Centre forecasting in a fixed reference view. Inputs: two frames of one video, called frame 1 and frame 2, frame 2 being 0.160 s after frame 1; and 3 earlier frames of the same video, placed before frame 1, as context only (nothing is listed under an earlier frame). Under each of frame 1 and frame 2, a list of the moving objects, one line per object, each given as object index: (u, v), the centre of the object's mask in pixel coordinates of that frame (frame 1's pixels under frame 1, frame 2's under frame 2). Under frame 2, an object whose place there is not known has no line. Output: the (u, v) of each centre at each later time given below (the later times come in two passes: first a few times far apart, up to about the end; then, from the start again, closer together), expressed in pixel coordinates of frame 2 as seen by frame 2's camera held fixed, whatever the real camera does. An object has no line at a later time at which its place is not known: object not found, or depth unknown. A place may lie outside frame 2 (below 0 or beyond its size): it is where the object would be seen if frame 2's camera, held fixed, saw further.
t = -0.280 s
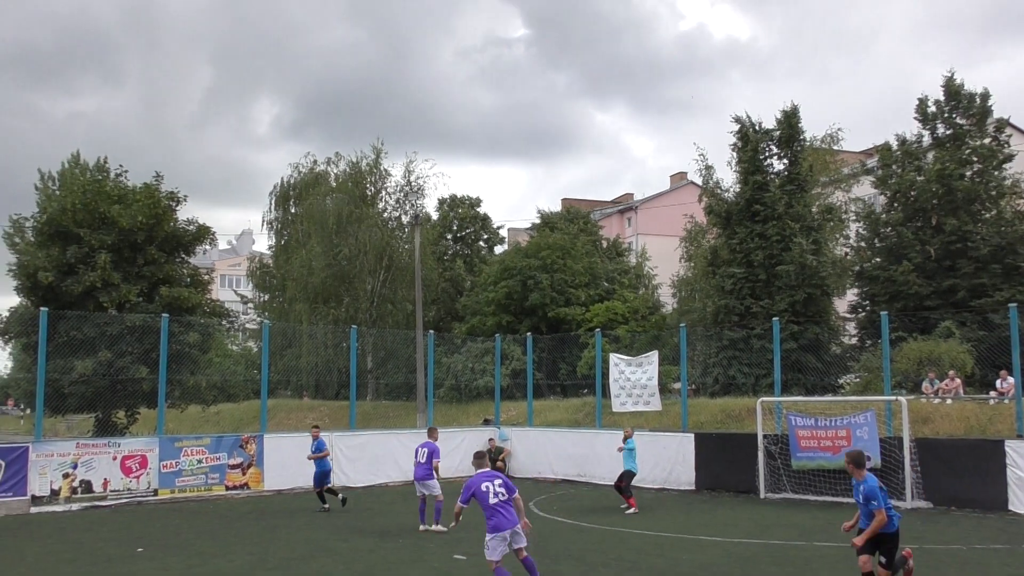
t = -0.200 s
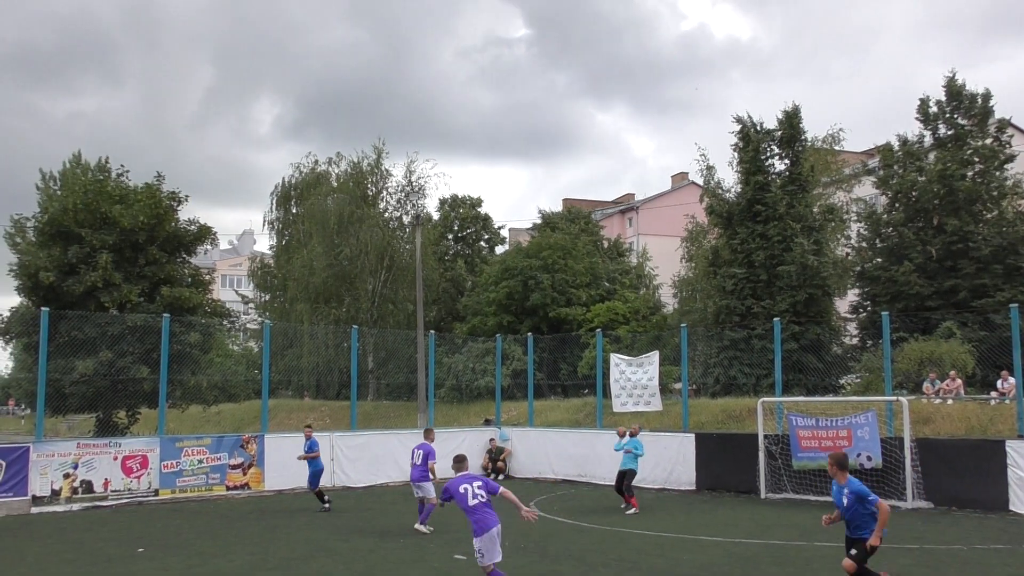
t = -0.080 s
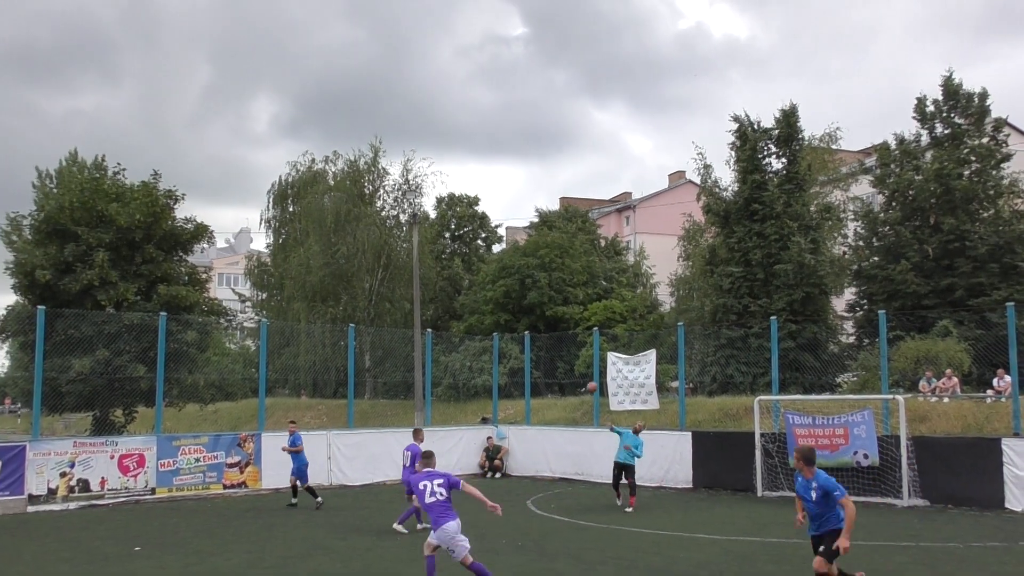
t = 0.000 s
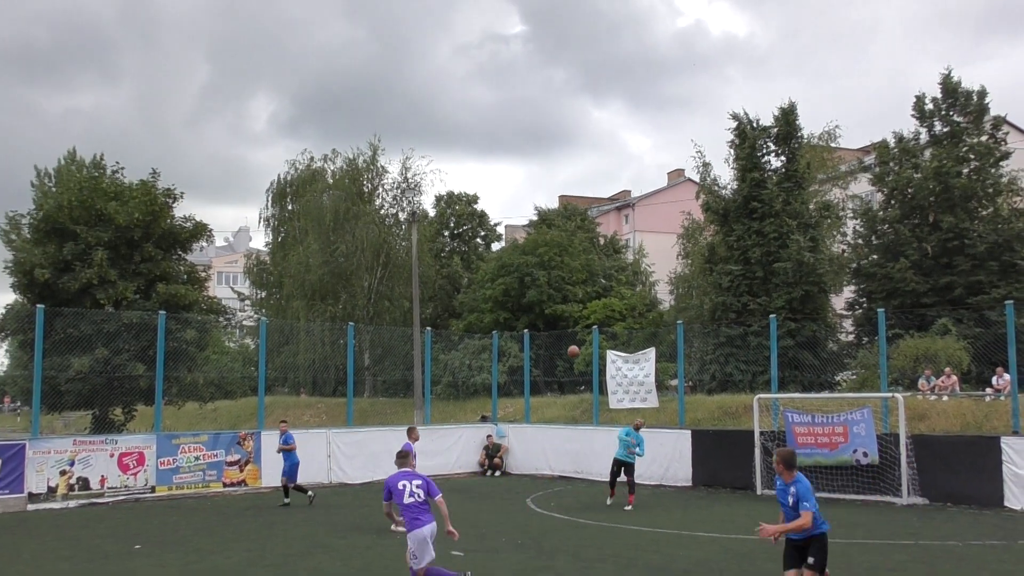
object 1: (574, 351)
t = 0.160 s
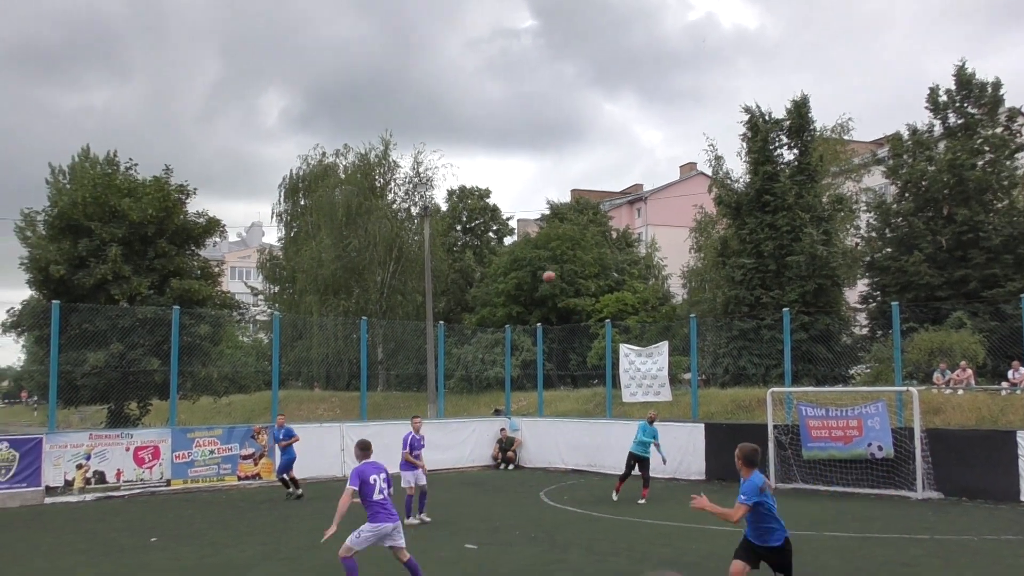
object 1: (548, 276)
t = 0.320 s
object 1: (509, 212)
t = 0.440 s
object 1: (476, 166)
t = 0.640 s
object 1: (415, 93)
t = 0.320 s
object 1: (509, 212)
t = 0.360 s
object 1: (498, 196)
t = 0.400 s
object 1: (487, 181)
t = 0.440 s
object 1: (476, 166)
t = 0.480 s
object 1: (465, 151)
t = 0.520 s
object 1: (453, 136)
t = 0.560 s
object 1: (441, 121)
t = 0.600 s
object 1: (428, 106)
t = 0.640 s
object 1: (415, 93)
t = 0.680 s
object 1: (401, 79)
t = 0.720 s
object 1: (387, 66)
